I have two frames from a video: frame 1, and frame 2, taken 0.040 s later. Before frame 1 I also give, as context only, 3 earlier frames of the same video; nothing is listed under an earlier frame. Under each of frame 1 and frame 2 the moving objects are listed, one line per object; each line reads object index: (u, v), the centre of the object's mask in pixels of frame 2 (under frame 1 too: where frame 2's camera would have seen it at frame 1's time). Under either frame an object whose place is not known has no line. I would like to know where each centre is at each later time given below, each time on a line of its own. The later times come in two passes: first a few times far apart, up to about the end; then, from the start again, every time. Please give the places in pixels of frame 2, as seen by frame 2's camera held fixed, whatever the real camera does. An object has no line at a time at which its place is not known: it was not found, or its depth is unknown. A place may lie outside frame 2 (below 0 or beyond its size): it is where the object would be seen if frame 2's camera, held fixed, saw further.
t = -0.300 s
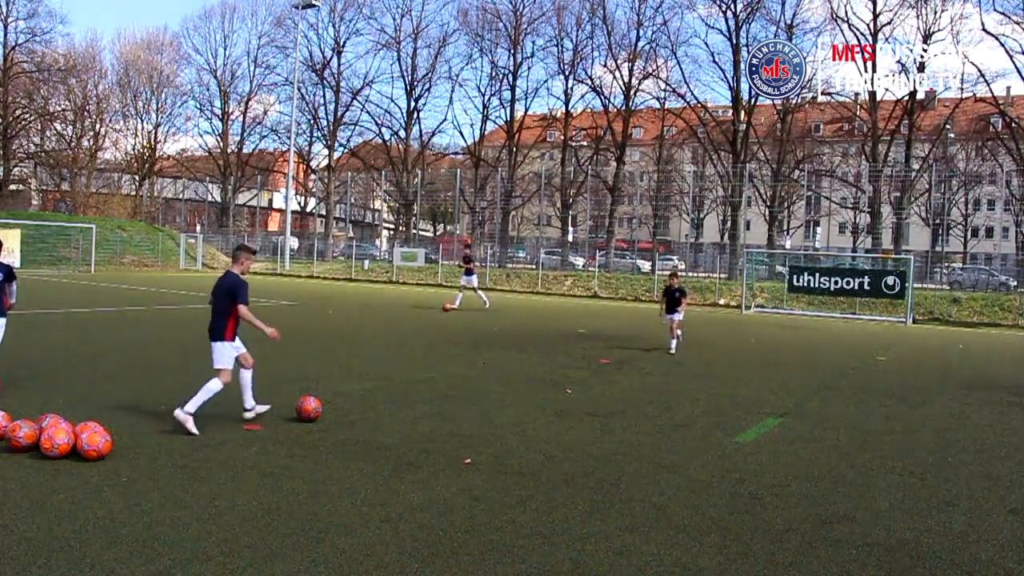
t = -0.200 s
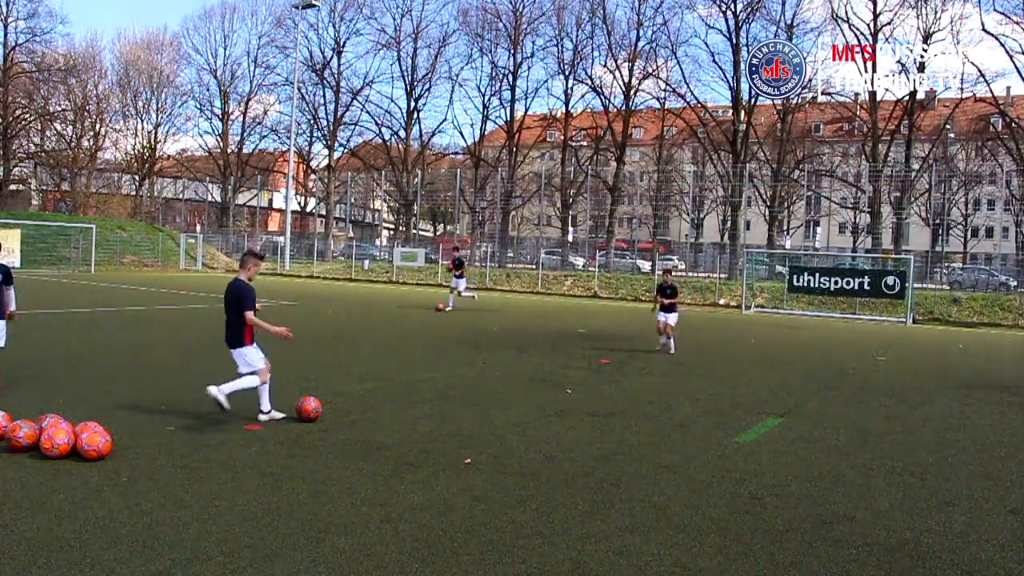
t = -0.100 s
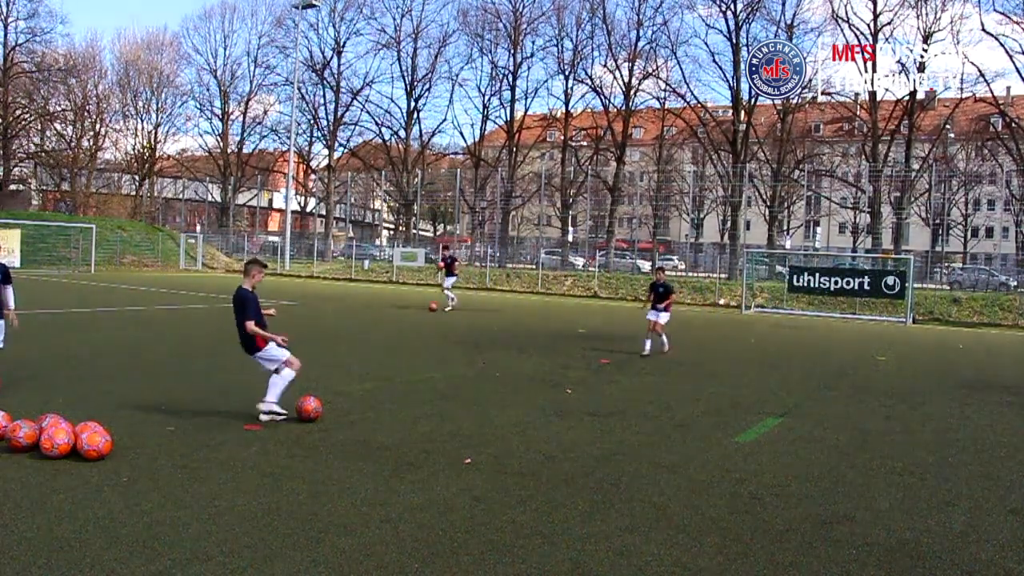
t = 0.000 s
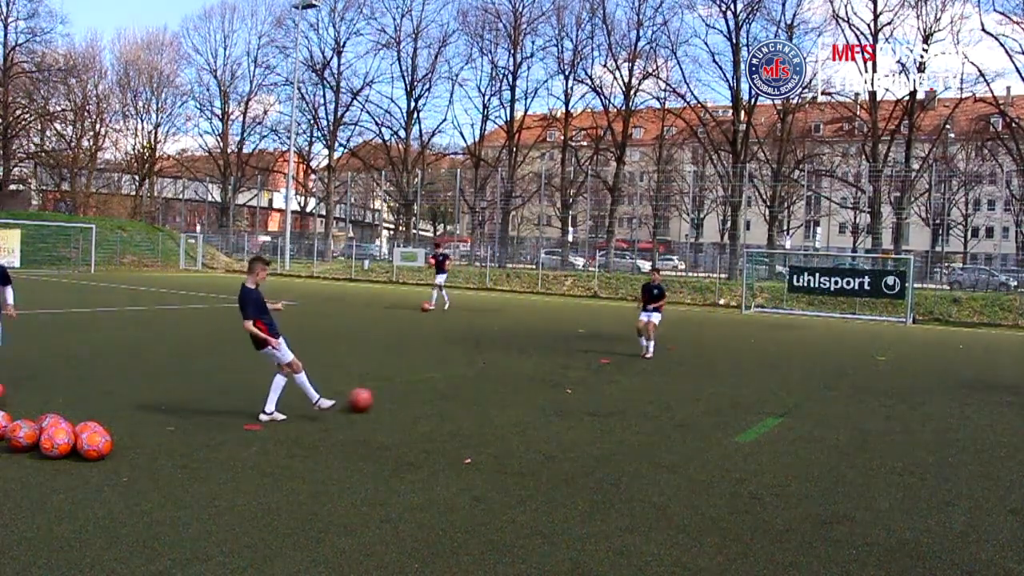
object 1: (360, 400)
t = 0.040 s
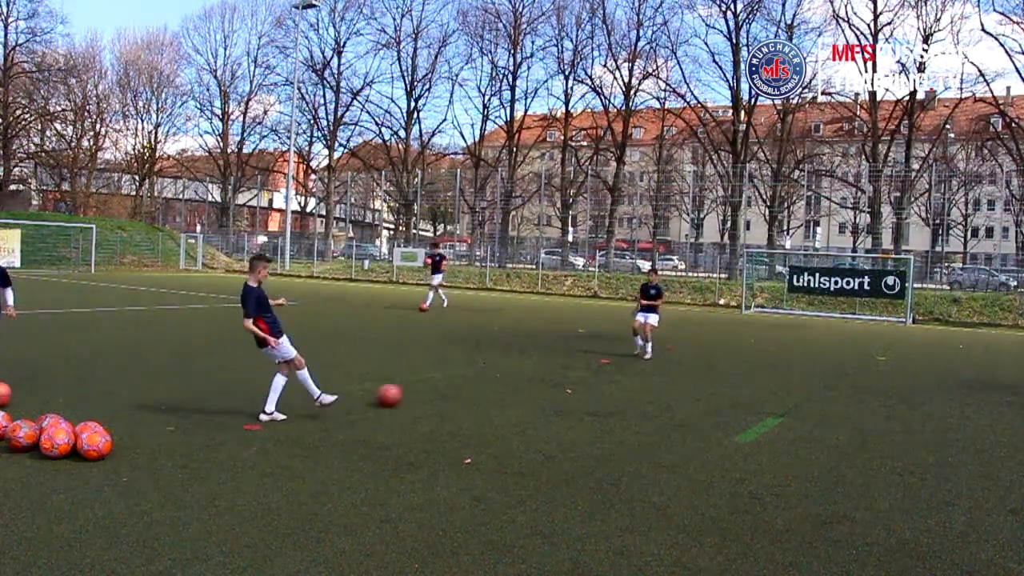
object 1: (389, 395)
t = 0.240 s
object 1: (497, 377)
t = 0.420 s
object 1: (558, 367)
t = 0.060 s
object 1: (402, 393)
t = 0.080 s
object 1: (414, 391)
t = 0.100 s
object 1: (426, 388)
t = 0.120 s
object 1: (438, 387)
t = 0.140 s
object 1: (449, 385)
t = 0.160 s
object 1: (460, 383)
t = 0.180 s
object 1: (469, 381)
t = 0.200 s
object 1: (478, 379)
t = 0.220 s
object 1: (488, 378)
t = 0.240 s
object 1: (497, 377)
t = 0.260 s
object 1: (505, 376)
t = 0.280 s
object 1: (513, 374)
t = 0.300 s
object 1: (520, 373)
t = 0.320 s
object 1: (528, 372)
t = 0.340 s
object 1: (535, 372)
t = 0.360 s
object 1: (540, 370)
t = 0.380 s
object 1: (547, 369)
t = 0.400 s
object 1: (552, 367)
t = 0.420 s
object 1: (558, 367)
